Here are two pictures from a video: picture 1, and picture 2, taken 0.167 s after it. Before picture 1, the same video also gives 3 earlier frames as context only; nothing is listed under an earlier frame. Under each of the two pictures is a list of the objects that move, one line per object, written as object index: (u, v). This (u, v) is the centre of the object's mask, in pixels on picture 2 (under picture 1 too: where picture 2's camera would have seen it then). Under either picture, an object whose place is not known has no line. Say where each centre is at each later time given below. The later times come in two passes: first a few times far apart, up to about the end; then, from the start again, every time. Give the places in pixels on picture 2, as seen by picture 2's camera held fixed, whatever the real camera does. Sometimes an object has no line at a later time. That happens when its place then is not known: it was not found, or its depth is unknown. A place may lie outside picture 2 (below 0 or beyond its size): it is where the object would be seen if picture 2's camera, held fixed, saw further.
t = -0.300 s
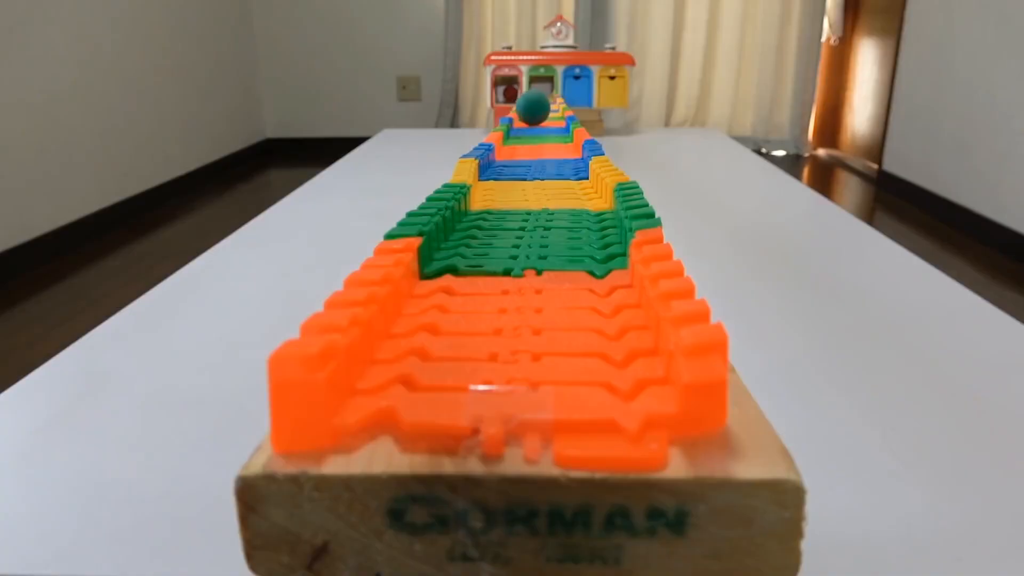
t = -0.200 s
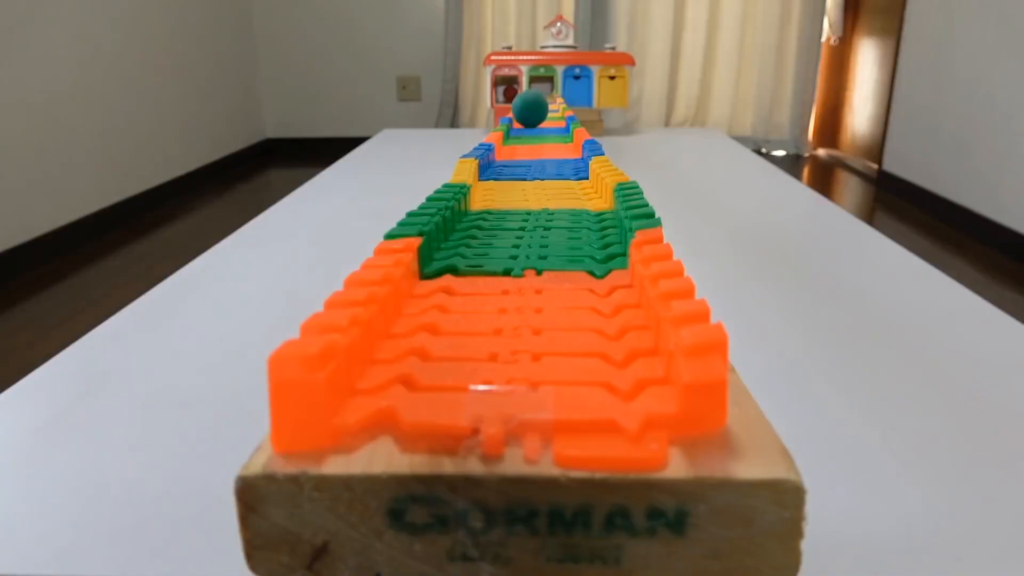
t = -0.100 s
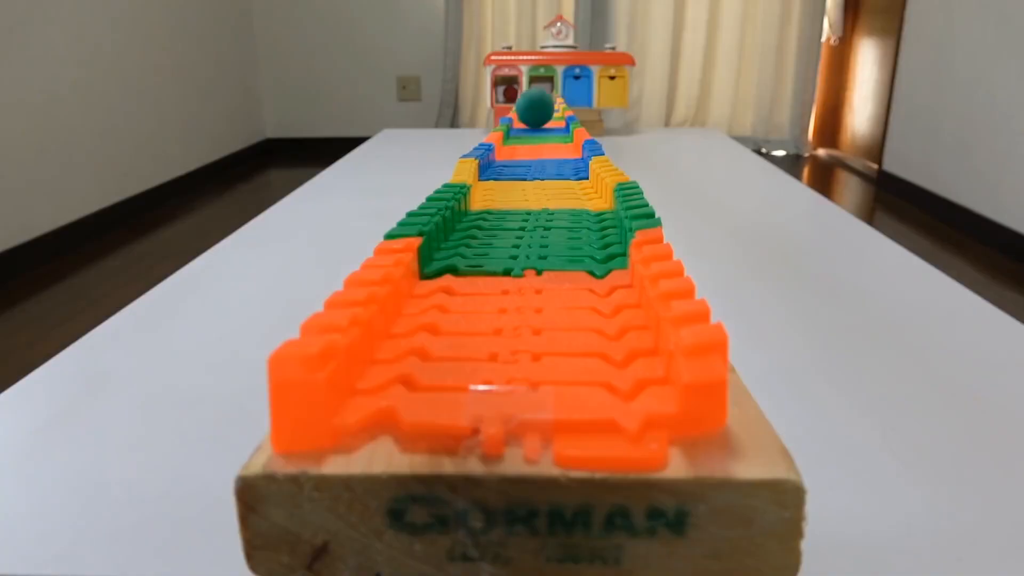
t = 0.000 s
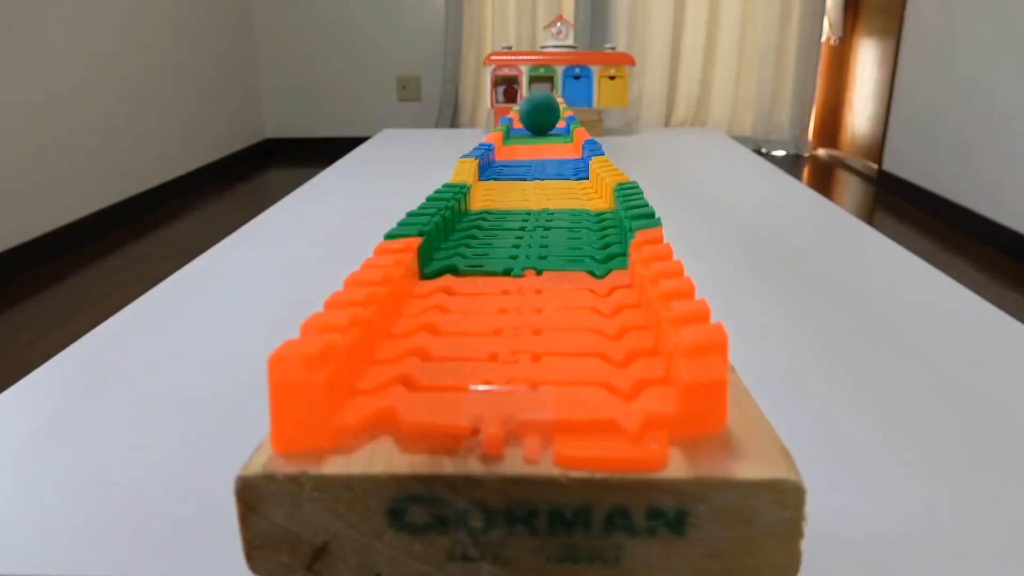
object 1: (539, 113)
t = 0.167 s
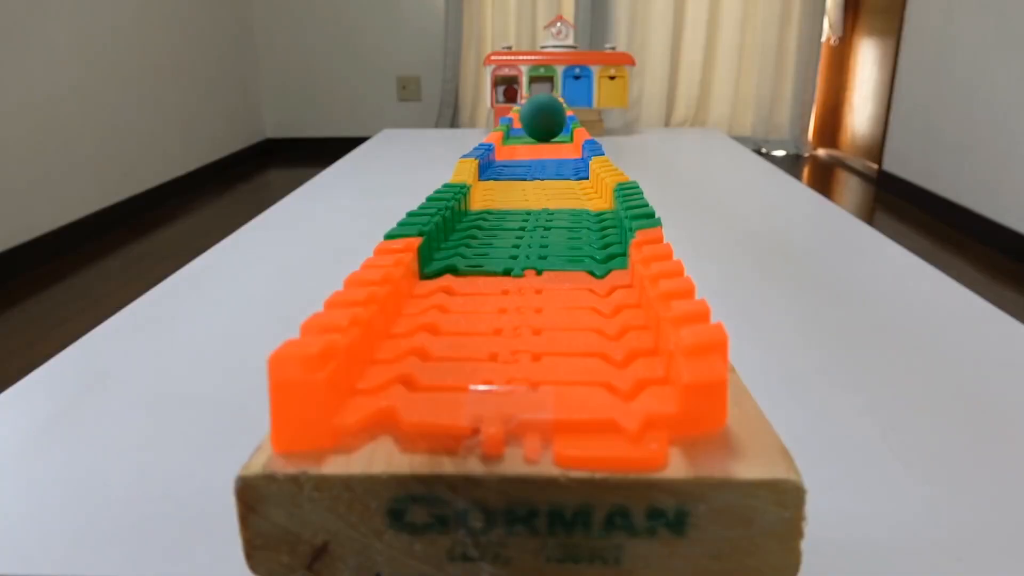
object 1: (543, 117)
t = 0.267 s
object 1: (543, 120)
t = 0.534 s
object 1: (528, 130)
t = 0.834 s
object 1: (517, 138)
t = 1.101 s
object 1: (513, 159)
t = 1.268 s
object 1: (502, 171)
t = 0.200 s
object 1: (543, 118)
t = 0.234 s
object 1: (543, 119)
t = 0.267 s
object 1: (543, 120)
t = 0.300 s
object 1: (543, 122)
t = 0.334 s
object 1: (542, 123)
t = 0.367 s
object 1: (540, 124)
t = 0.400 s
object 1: (538, 125)
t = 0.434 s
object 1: (535, 126)
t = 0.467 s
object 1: (533, 127)
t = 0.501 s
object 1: (531, 128)
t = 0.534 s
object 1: (528, 130)
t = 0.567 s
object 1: (525, 130)
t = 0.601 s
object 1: (522, 130)
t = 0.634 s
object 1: (518, 131)
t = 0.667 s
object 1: (516, 133)
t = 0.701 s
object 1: (515, 134)
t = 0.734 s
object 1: (513, 136)
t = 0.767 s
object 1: (515, 136)
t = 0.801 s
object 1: (516, 137)
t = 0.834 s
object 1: (517, 138)
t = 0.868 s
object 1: (518, 143)
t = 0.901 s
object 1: (519, 146)
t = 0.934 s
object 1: (519, 149)
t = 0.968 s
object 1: (519, 151)
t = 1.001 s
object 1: (518, 153)
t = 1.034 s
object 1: (517, 156)
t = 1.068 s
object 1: (515, 158)
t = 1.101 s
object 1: (513, 159)
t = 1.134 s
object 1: (510, 160)
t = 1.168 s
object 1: (508, 162)
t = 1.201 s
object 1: (506, 164)
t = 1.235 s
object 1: (502, 168)
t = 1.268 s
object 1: (502, 171)
